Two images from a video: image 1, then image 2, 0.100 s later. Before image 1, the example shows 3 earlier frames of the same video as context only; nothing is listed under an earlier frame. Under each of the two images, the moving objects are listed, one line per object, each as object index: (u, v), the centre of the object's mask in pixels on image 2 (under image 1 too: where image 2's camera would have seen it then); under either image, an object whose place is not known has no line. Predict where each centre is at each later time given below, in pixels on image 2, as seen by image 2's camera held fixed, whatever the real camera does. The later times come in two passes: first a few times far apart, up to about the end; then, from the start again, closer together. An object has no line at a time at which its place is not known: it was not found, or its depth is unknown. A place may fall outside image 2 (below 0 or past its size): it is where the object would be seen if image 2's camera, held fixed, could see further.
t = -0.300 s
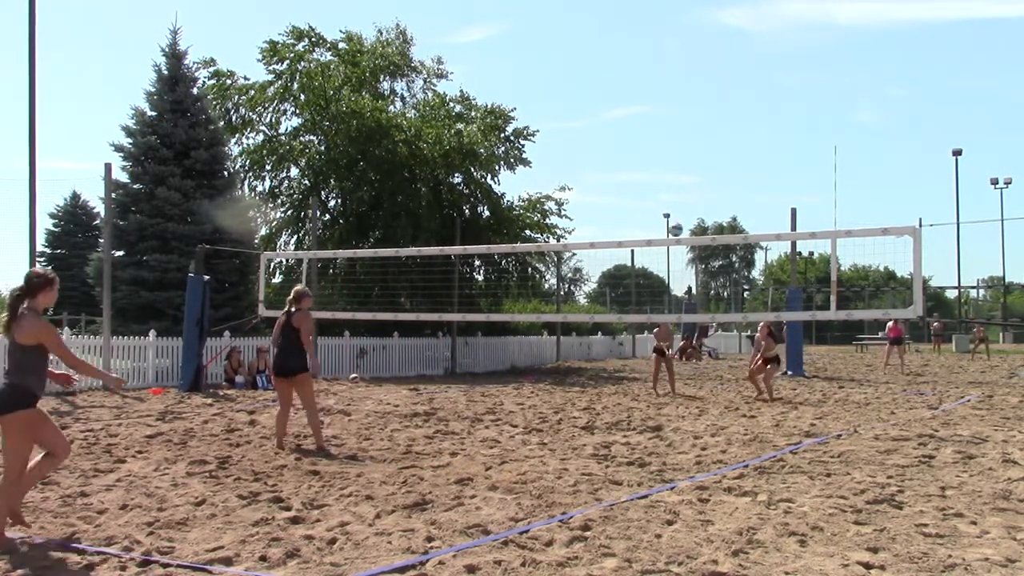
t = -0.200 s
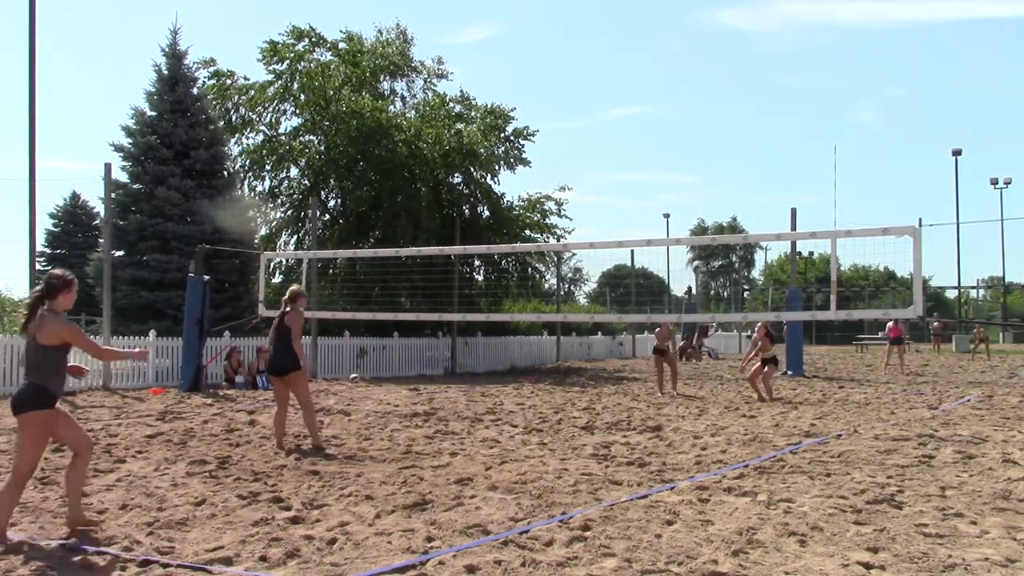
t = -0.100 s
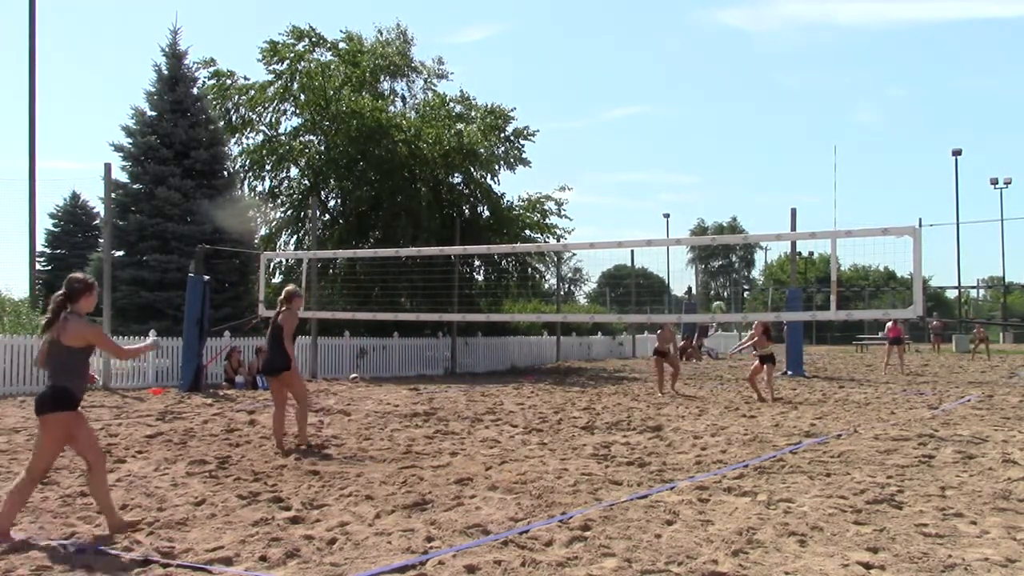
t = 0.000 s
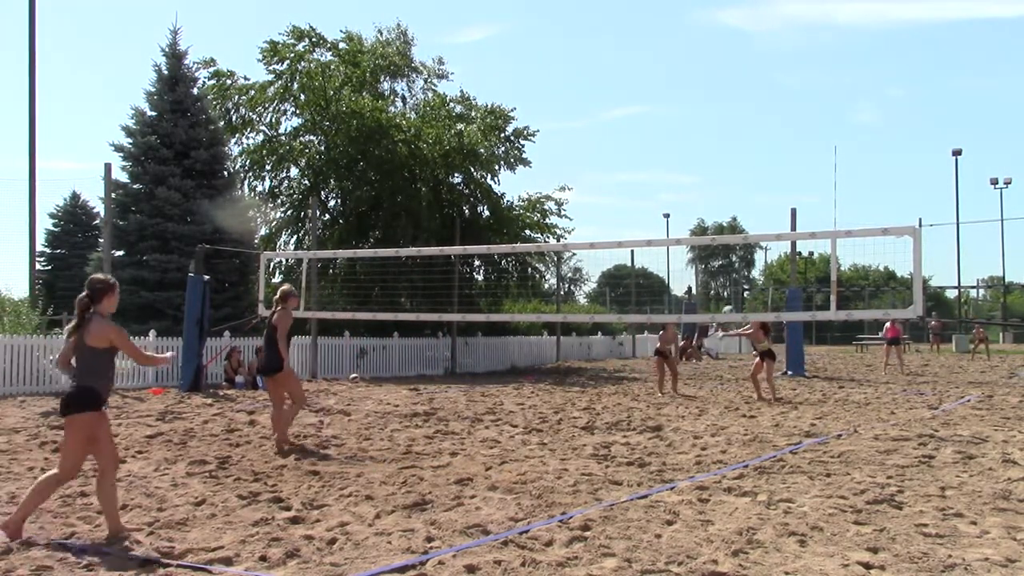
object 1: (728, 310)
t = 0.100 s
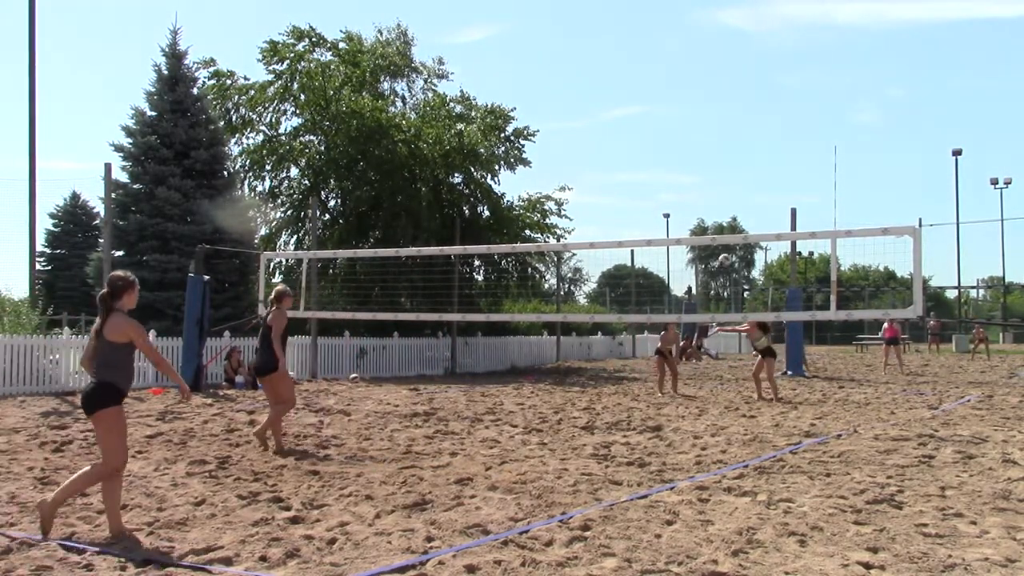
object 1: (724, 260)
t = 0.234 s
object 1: (721, 202)
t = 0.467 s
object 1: (715, 126)
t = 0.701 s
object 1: (709, 85)
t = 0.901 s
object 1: (704, 75)
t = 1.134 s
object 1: (699, 94)
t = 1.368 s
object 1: (692, 145)
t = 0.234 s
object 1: (721, 202)
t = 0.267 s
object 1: (720, 189)
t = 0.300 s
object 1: (719, 177)
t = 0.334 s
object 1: (718, 165)
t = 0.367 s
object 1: (718, 154)
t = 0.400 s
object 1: (717, 144)
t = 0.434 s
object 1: (716, 135)
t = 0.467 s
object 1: (715, 126)
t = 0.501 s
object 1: (714, 118)
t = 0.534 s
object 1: (714, 111)
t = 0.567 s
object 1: (712, 104)
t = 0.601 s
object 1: (712, 99)
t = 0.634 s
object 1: (711, 93)
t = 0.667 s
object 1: (710, 89)
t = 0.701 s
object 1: (709, 85)
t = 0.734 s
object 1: (708, 82)
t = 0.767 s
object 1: (708, 79)
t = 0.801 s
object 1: (706, 77)
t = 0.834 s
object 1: (706, 76)
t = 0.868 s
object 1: (705, 75)
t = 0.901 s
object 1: (704, 75)
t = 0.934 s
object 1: (703, 76)
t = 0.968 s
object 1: (703, 77)
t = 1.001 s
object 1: (702, 80)
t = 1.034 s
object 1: (701, 82)
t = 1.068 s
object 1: (700, 86)
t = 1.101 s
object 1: (699, 89)
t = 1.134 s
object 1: (699, 94)
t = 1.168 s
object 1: (698, 99)
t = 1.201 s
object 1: (697, 105)
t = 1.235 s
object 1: (696, 112)
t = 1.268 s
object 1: (695, 119)
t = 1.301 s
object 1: (694, 127)
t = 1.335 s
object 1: (693, 136)
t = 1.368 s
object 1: (692, 145)
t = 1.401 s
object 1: (691, 154)
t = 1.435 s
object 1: (690, 164)
